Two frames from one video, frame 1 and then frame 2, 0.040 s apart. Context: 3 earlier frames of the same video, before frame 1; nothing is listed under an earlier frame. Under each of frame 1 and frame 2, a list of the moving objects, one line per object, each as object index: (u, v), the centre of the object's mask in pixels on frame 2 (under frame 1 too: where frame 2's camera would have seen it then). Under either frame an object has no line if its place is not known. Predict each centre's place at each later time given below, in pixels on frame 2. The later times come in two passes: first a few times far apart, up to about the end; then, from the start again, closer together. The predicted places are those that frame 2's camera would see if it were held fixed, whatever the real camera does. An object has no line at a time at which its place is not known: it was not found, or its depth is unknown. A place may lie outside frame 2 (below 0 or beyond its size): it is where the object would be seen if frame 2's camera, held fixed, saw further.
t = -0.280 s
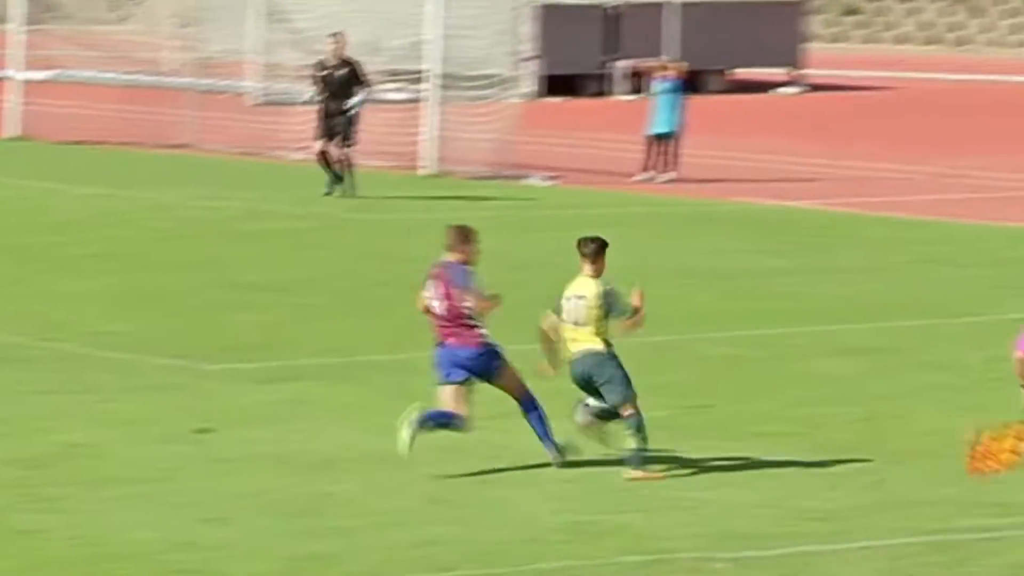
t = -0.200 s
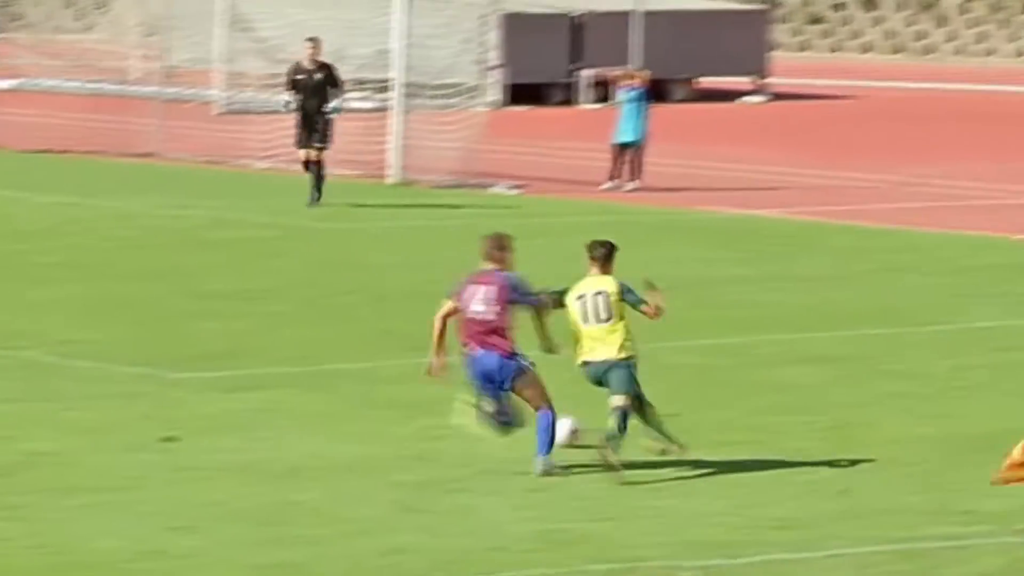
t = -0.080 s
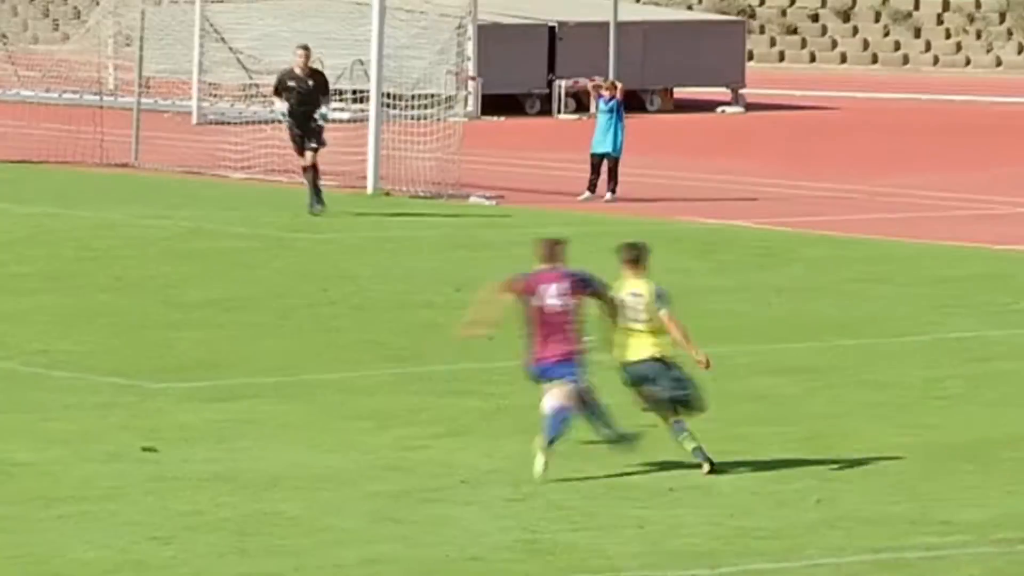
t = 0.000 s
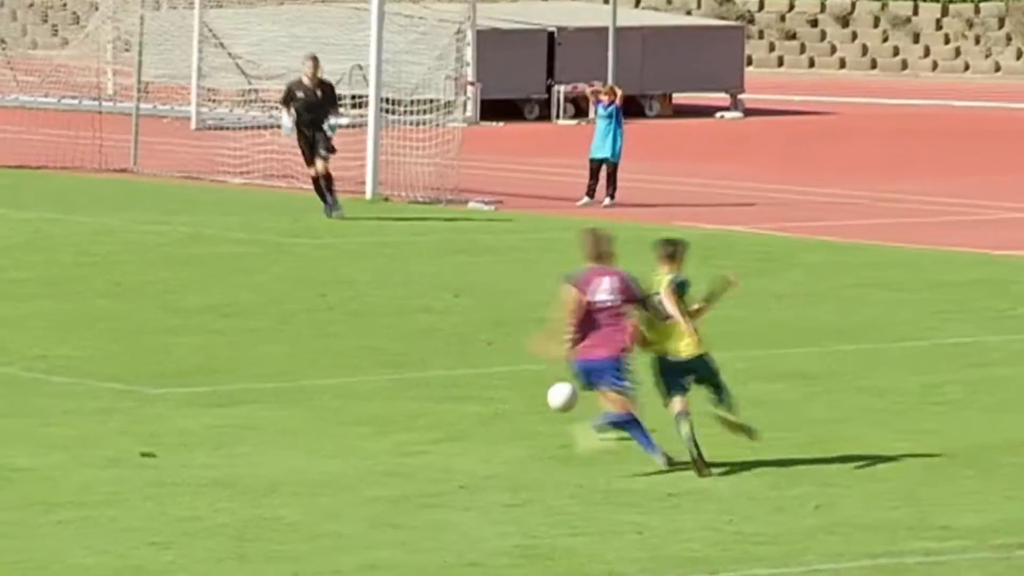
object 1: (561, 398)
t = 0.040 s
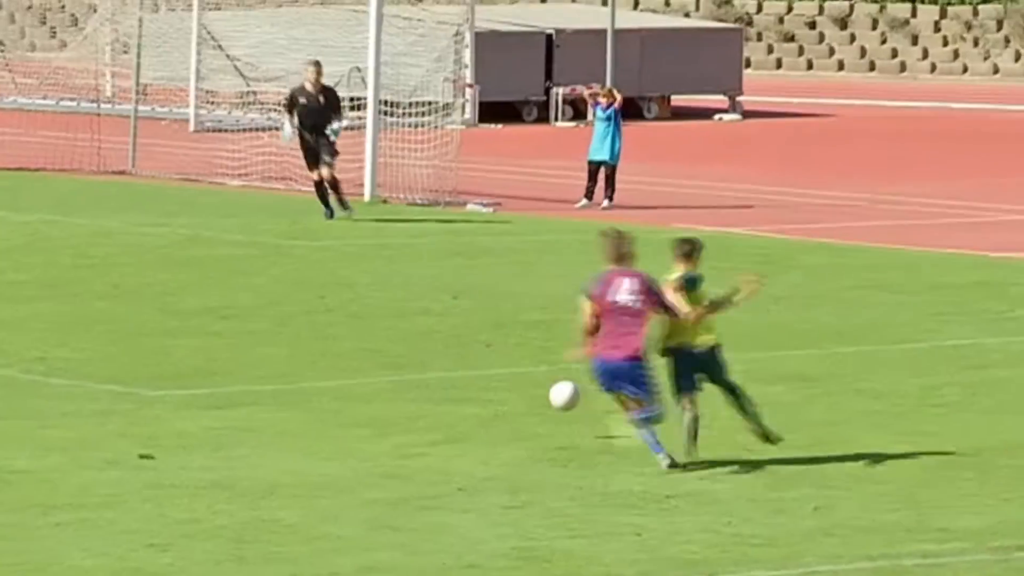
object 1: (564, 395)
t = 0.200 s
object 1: (575, 406)
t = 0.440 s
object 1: (597, 364)
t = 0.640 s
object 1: (611, 365)
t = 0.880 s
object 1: (623, 347)
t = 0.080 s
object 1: (567, 396)
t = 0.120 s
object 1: (571, 396)
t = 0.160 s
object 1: (573, 401)
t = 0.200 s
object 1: (575, 406)
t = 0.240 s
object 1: (579, 400)
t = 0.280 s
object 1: (582, 387)
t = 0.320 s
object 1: (587, 378)
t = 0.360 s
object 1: (590, 371)
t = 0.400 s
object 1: (593, 367)
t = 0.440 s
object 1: (597, 364)
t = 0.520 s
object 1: (603, 365)
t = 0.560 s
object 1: (605, 369)
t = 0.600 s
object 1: (608, 373)
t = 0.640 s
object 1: (611, 365)
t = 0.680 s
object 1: (613, 358)
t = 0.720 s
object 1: (615, 354)
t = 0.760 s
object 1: (617, 352)
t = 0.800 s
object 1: (618, 352)
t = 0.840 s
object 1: (621, 352)
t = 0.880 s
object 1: (623, 347)
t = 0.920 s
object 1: (624, 342)
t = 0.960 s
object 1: (626, 339)
